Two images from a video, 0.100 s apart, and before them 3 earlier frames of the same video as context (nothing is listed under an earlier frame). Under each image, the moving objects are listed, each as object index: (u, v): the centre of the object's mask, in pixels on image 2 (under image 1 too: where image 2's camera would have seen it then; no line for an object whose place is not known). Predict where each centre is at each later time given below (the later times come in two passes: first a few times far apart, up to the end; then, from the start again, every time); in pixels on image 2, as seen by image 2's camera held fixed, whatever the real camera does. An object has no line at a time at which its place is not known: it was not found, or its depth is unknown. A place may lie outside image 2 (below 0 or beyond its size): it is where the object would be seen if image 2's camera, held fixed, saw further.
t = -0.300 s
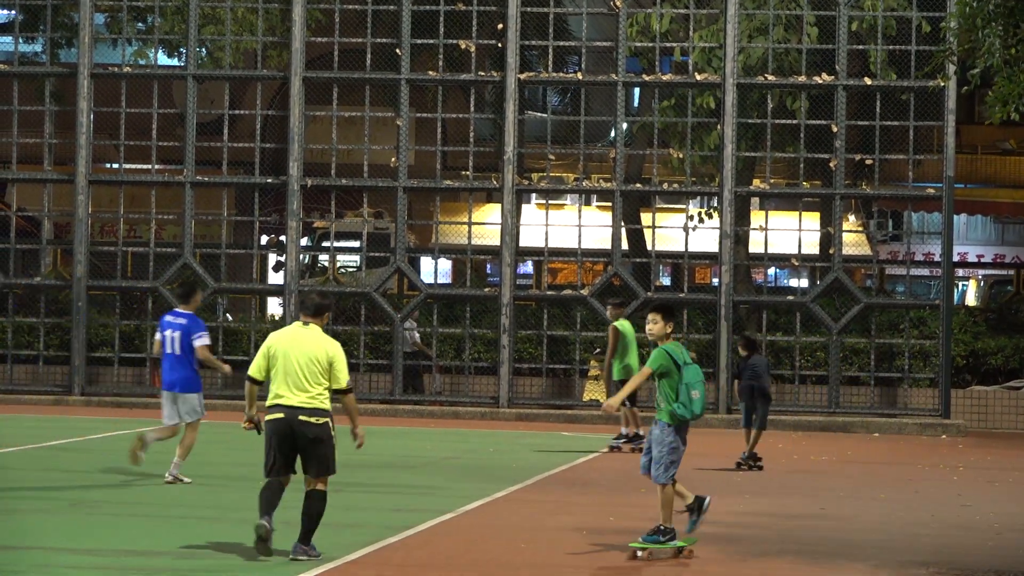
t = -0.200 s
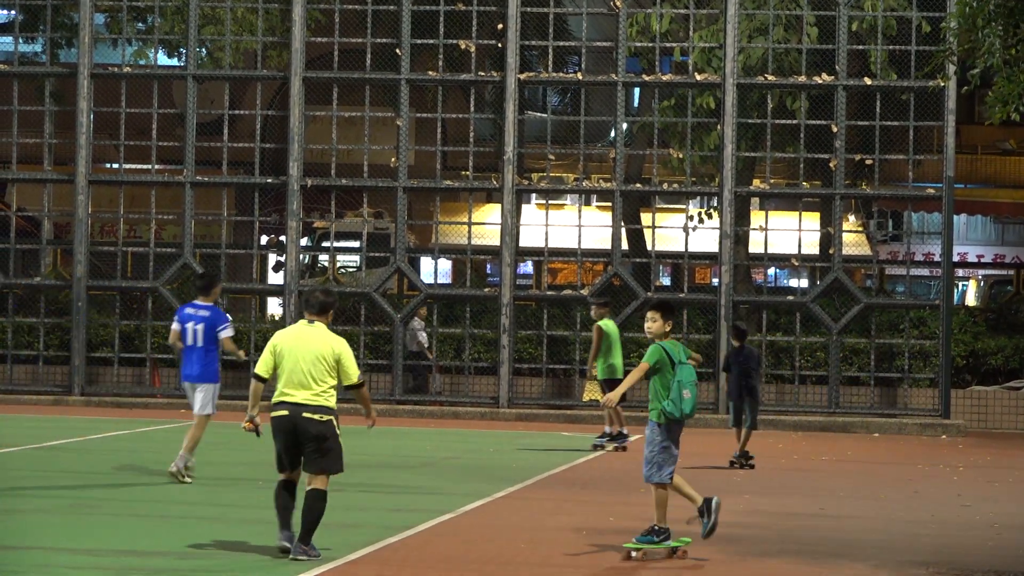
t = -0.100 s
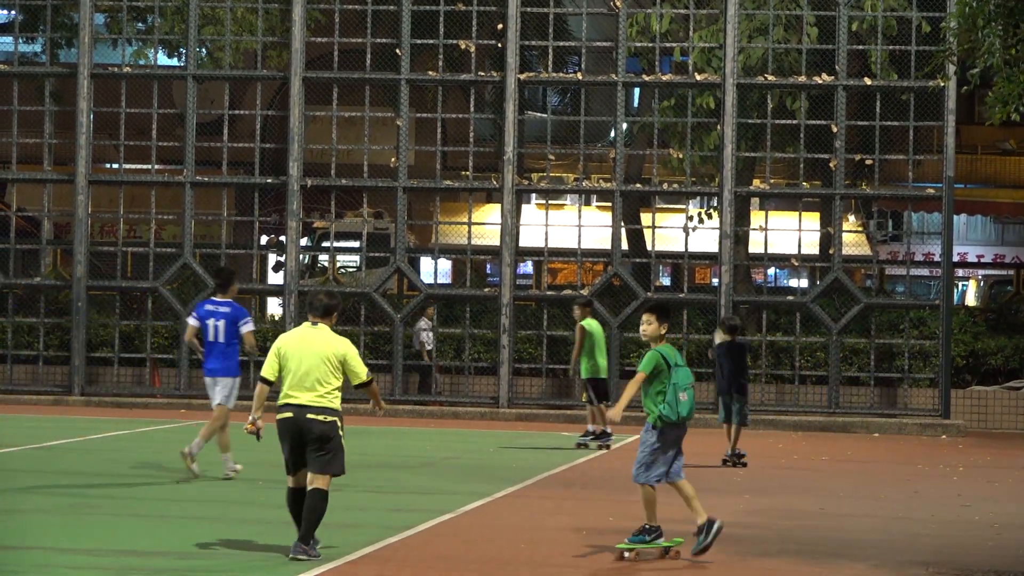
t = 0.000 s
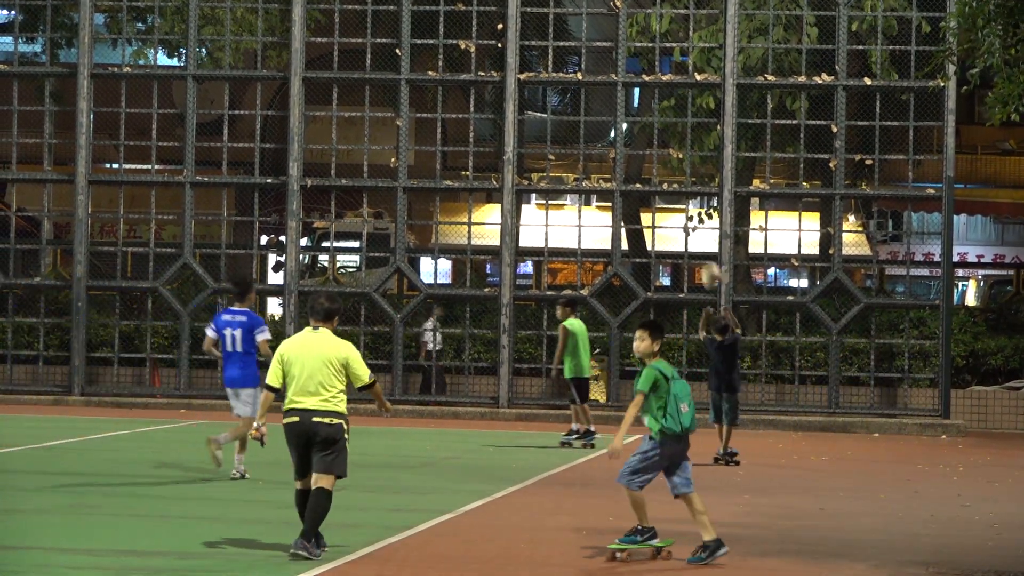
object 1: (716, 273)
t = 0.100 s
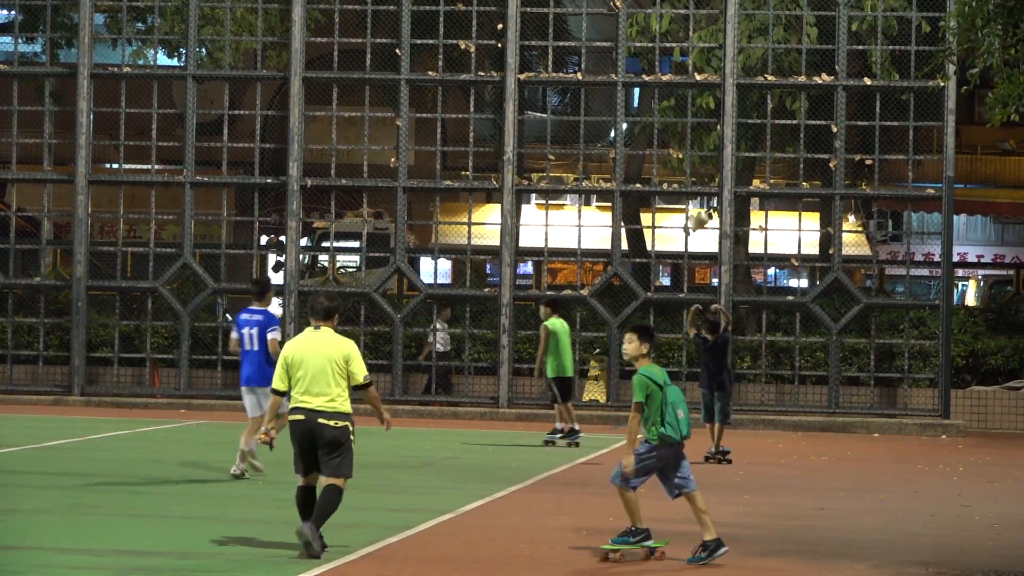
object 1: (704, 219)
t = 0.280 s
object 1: (681, 145)
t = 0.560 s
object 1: (645, 93)
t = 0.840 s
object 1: (608, 115)
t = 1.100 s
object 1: (569, 209)
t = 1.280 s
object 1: (550, 307)
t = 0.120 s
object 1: (702, 210)
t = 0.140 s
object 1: (698, 197)
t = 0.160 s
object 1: (696, 190)
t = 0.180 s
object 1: (694, 182)
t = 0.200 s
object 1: (691, 173)
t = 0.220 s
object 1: (689, 166)
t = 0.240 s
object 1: (686, 159)
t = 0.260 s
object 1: (683, 151)
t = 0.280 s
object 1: (681, 145)
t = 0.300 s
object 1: (679, 138)
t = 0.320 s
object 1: (676, 133)
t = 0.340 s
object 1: (673, 128)
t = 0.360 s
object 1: (671, 122)
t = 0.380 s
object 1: (668, 118)
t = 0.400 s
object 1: (665, 113)
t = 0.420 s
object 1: (663, 108)
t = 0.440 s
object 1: (660, 105)
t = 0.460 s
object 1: (659, 102)
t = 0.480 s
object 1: (656, 99)
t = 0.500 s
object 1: (653, 97)
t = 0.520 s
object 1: (651, 95)
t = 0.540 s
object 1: (648, 93)
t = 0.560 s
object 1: (645, 93)
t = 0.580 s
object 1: (642, 91)
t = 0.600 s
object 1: (640, 91)
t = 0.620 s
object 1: (638, 91)
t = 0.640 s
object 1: (634, 91)
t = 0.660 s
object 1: (631, 91)
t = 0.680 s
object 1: (629, 93)
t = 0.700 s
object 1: (627, 94)
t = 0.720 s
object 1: (624, 96)
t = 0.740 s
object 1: (621, 98)
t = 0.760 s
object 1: (619, 101)
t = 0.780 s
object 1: (614, 103)
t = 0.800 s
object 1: (613, 107)
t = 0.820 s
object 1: (610, 111)
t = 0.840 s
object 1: (608, 115)
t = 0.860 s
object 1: (606, 120)
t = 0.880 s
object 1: (603, 124)
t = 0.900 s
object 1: (600, 130)
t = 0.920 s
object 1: (597, 135)
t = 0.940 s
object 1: (595, 142)
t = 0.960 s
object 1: (592, 148)
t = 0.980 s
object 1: (589, 155)
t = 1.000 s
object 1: (587, 163)
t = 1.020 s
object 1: (584, 170)
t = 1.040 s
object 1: (580, 177)
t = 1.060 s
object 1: (578, 186)
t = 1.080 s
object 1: (575, 195)
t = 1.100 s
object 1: (569, 209)
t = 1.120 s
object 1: (567, 218)
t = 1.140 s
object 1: (563, 230)
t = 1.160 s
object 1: (563, 239)
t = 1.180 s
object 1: (560, 247)
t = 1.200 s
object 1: (558, 258)
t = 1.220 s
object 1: (556, 272)
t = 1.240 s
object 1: (554, 280)
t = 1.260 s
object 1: (552, 292)
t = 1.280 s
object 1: (550, 307)
